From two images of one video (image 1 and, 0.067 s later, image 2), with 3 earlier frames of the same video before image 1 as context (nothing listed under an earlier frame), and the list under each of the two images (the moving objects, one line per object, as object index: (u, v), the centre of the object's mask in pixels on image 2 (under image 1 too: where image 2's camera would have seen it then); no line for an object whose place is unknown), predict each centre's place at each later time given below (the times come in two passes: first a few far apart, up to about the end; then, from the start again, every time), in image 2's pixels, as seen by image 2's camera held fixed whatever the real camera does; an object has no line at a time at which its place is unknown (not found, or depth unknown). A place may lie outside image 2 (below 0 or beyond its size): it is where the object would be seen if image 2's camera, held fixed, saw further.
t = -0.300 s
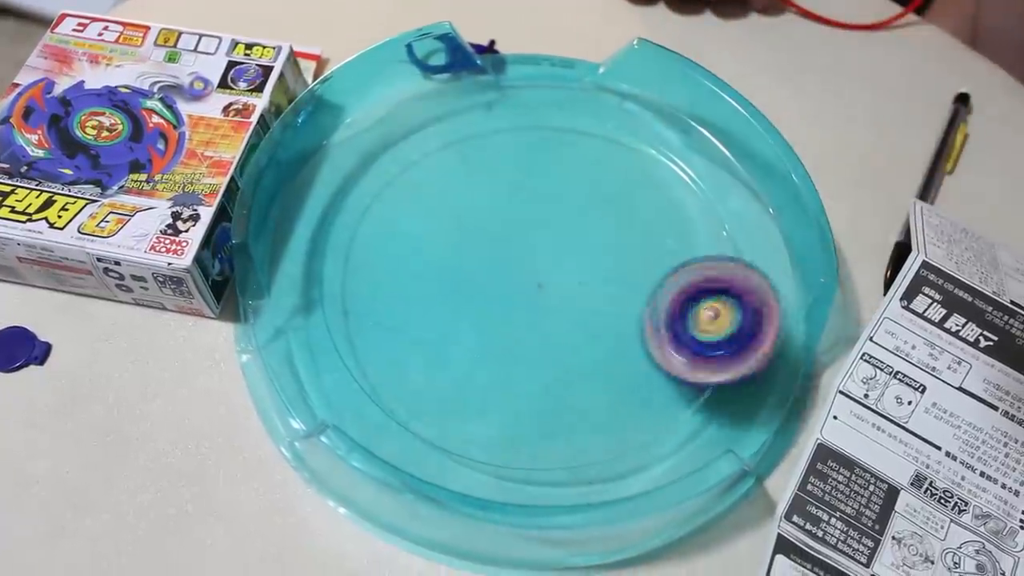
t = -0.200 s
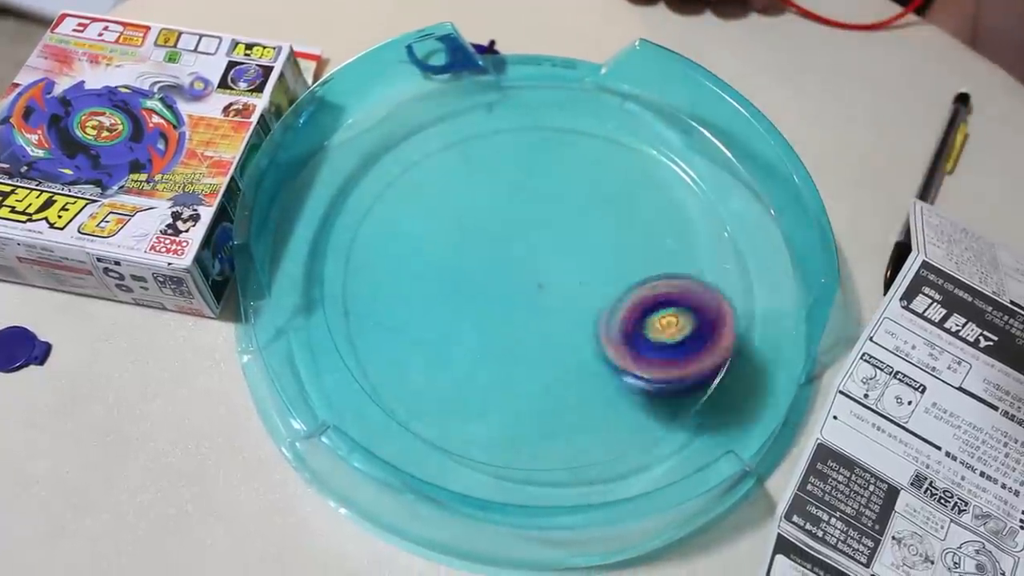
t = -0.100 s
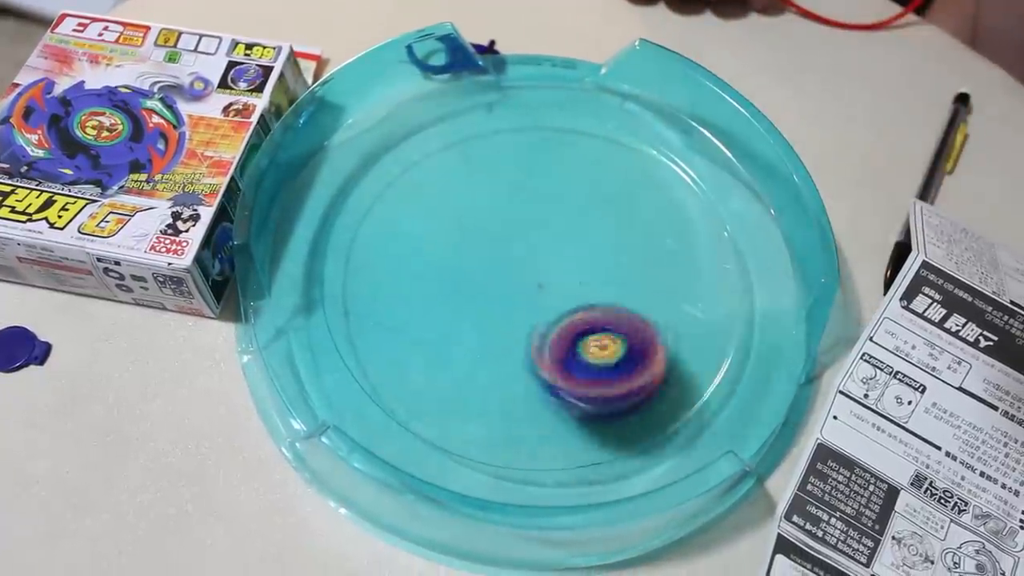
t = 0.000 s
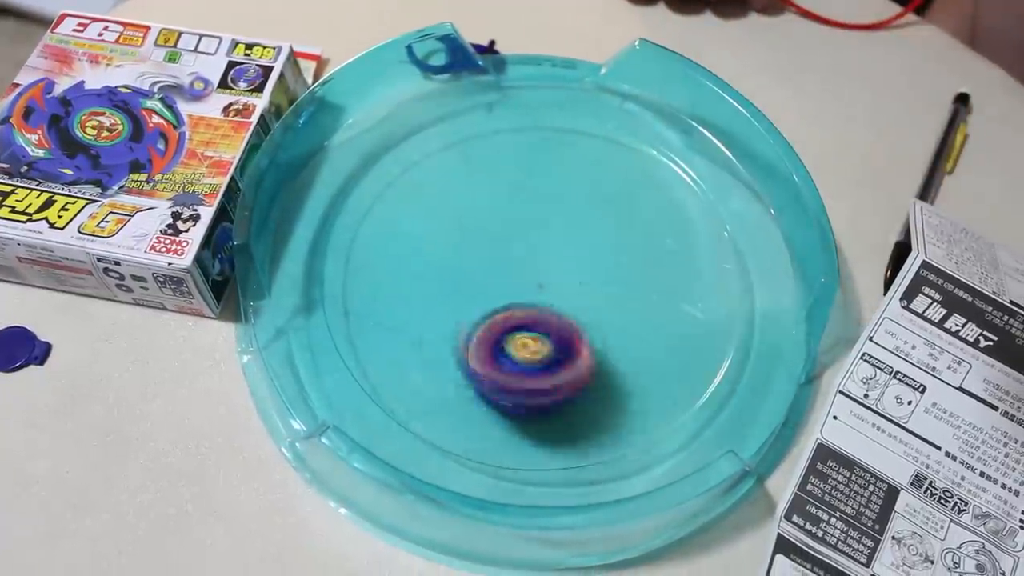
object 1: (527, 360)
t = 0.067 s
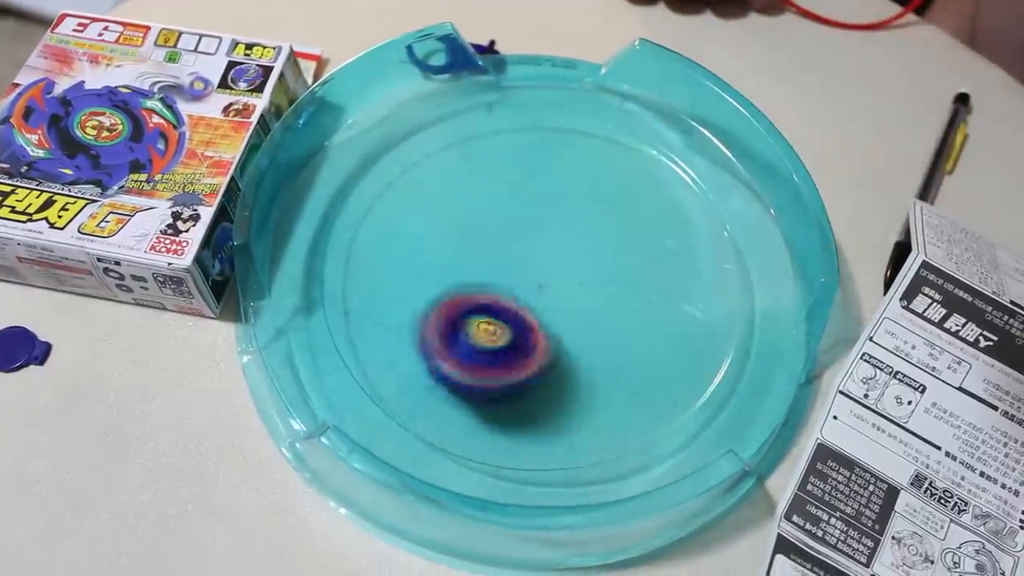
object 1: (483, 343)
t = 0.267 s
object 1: (417, 248)
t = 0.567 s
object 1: (528, 177)
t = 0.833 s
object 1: (603, 253)
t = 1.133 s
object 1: (530, 331)
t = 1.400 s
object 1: (450, 285)
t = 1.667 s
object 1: (482, 221)
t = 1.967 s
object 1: (553, 241)
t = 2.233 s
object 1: (545, 268)
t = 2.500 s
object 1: (533, 252)
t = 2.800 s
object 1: (551, 248)
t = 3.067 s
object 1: (545, 268)
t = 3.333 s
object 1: (535, 252)
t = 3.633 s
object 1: (551, 249)
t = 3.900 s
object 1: (545, 266)
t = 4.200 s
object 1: (535, 249)
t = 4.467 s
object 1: (552, 247)
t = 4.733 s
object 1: (547, 266)
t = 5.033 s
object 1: (532, 248)
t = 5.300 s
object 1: (553, 244)
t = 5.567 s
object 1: (551, 266)
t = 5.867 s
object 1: (528, 250)
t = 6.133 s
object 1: (550, 237)
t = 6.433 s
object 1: (556, 264)
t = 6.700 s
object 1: (527, 260)
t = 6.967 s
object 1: (537, 234)
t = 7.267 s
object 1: (565, 246)
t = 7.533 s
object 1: (548, 270)
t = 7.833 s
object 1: (518, 248)
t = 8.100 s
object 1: (539, 226)
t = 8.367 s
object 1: (563, 248)
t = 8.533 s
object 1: (555, 261)
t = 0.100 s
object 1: (464, 333)
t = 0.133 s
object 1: (448, 316)
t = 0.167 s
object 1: (433, 300)
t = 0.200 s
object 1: (425, 285)
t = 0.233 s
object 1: (421, 267)
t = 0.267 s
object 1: (417, 248)
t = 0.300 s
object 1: (422, 236)
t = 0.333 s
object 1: (430, 221)
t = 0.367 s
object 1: (434, 207)
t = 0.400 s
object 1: (450, 200)
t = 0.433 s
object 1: (467, 188)
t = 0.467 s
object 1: (476, 183)
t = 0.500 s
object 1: (499, 180)
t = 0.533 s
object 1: (515, 175)
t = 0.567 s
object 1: (528, 177)
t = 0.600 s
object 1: (549, 182)
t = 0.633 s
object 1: (559, 184)
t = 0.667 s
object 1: (572, 192)
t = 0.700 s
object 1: (588, 202)
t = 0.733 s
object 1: (592, 213)
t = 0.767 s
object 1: (601, 226)
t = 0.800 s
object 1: (608, 238)
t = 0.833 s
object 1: (603, 253)
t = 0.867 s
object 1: (606, 266)
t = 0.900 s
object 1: (602, 278)
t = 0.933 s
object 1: (595, 290)
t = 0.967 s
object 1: (590, 302)
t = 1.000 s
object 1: (578, 311)
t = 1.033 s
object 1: (569, 319)
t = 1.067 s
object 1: (555, 326)
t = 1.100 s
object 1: (545, 329)
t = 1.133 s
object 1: (530, 331)
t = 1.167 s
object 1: (517, 332)
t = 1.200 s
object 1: (504, 329)
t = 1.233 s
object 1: (490, 325)
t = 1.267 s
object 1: (480, 321)
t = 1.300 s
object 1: (468, 312)
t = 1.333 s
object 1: (460, 305)
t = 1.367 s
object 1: (454, 294)
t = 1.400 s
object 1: (450, 285)
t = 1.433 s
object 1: (448, 273)
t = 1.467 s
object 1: (449, 264)
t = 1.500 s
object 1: (450, 255)
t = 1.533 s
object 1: (455, 245)
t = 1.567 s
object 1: (460, 238)
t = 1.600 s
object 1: (466, 233)
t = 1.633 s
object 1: (473, 225)
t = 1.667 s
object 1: (482, 221)
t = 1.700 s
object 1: (492, 219)
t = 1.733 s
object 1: (500, 217)
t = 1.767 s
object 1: (510, 217)
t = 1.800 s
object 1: (521, 219)
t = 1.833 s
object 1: (530, 223)
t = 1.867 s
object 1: (538, 227)
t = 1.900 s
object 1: (545, 231)
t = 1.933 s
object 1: (550, 236)
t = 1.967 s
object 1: (553, 241)
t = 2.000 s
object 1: (554, 247)
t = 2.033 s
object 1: (553, 251)
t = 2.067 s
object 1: (553, 255)
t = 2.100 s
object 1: (552, 259)
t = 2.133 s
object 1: (551, 262)
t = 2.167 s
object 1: (549, 264)
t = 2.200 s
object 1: (547, 266)
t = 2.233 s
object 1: (545, 268)
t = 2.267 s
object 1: (543, 268)
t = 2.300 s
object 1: (540, 267)
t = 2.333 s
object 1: (537, 266)
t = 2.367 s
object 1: (534, 264)
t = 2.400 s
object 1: (533, 260)
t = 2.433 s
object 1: (533, 257)
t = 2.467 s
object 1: (533, 255)
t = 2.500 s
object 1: (533, 252)
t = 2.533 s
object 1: (535, 250)
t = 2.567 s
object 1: (537, 248)
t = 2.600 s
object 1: (539, 247)
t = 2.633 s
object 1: (541, 246)
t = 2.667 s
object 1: (543, 246)
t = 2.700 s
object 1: (545, 246)
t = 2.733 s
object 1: (547, 246)
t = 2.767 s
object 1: (549, 247)
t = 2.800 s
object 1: (551, 248)
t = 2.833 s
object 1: (551, 249)
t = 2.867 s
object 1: (552, 252)
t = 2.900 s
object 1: (552, 256)
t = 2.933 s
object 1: (552, 259)
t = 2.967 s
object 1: (550, 261)
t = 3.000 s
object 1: (549, 264)
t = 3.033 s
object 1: (547, 267)
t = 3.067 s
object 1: (545, 268)
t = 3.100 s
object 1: (543, 268)
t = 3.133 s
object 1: (540, 266)
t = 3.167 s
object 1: (538, 266)
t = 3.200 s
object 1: (536, 263)
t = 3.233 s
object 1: (534, 261)
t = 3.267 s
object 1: (534, 258)
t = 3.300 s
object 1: (534, 255)
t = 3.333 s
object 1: (535, 252)
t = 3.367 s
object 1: (536, 250)
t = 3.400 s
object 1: (538, 248)
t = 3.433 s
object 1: (540, 247)
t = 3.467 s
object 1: (541, 246)
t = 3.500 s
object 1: (543, 247)
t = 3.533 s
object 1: (545, 246)
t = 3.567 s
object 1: (548, 247)
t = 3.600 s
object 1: (549, 248)
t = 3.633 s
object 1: (551, 249)
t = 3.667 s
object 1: (552, 250)
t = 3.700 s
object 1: (553, 253)
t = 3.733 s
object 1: (552, 256)
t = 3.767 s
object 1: (552, 258)
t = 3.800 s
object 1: (551, 260)
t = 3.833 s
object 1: (549, 263)
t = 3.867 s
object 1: (548, 265)
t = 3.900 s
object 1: (545, 266)
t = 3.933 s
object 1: (543, 267)
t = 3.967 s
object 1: (540, 266)
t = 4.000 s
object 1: (537, 265)
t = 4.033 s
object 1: (534, 263)
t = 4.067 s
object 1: (533, 259)
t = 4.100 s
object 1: (532, 256)
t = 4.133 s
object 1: (532, 253)
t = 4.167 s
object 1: (534, 251)
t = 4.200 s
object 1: (535, 249)
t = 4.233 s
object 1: (537, 247)
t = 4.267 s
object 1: (539, 245)
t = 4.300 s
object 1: (542, 244)
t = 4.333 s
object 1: (544, 244)
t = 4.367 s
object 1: (546, 244)
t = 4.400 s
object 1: (548, 244)
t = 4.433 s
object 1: (550, 244)
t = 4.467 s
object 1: (552, 247)
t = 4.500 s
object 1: (554, 249)
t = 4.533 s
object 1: (556, 252)
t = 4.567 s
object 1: (555, 255)
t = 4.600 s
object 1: (554, 258)
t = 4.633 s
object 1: (553, 261)
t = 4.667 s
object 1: (551, 263)
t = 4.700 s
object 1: (549, 265)
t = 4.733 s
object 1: (547, 266)
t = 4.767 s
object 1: (544, 267)
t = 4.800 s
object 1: (540, 265)
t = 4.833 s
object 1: (537, 265)
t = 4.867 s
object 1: (534, 263)
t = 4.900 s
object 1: (533, 259)
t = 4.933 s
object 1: (531, 256)
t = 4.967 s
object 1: (531, 252)
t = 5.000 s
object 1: (531, 250)
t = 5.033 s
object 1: (532, 248)
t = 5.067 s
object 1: (534, 246)
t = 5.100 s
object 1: (537, 244)
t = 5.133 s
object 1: (540, 242)
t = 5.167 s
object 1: (543, 241)
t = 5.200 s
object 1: (545, 241)
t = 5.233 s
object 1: (548, 241)
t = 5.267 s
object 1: (550, 242)
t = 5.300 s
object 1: (553, 244)
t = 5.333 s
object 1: (556, 246)
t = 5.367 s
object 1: (558, 249)
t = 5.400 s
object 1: (557, 252)
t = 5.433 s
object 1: (557, 255)
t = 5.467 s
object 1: (556, 258)
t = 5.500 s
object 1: (555, 261)
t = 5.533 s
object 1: (553, 264)
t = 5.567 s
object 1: (551, 266)
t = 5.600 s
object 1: (547, 266)
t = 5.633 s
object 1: (543, 267)
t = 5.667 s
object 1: (540, 266)
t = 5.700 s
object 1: (536, 266)
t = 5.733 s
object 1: (533, 263)
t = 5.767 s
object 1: (531, 261)
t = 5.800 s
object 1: (528, 256)
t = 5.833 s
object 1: (528, 253)
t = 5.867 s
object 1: (528, 250)
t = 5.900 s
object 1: (530, 247)
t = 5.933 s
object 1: (531, 244)
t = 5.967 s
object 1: (533, 241)
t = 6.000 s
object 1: (536, 240)
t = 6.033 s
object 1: (540, 238)
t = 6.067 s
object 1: (543, 238)
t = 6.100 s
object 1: (546, 237)
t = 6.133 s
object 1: (550, 237)
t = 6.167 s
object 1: (553, 239)
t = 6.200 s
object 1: (556, 242)
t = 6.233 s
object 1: (560, 245)
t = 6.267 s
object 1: (561, 248)
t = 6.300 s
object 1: (562, 251)
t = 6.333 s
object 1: (561, 255)
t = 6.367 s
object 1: (560, 258)
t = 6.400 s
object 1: (559, 262)
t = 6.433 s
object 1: (556, 264)
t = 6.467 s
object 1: (553, 266)
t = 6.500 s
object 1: (549, 267)
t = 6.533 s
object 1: (546, 268)
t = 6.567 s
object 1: (541, 268)
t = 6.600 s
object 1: (537, 267)
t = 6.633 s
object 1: (534, 265)
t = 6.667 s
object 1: (529, 263)
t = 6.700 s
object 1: (527, 260)
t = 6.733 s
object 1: (526, 256)
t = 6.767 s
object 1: (524, 252)
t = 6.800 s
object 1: (524, 249)
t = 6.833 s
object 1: (525, 245)
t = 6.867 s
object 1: (527, 242)
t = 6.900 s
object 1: (529, 239)
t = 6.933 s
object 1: (533, 235)
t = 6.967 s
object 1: (537, 234)
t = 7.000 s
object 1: (540, 233)
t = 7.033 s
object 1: (544, 233)
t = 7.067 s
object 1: (547, 232)
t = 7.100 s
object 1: (552, 231)
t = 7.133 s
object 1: (556, 234)
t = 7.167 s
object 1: (561, 238)
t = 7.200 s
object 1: (564, 240)
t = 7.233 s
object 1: (564, 243)
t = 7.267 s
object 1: (565, 246)
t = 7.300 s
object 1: (566, 250)
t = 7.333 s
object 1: (566, 255)
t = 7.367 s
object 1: (564, 259)
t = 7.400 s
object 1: (560, 263)
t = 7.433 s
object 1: (557, 265)
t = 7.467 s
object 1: (554, 268)
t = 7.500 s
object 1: (552, 269)
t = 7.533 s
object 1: (548, 270)
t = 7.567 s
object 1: (543, 271)
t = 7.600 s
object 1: (538, 270)
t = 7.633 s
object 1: (534, 269)
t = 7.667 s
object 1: (529, 266)
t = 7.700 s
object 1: (525, 263)
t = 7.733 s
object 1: (522, 261)
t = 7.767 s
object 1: (521, 257)
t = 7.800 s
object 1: (519, 253)
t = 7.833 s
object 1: (518, 248)
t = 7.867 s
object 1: (519, 244)
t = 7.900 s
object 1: (520, 241)
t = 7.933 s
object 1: (522, 236)
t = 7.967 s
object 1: (524, 233)
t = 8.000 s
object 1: (529, 230)
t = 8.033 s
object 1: (533, 230)
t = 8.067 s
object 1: (536, 229)
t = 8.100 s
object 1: (539, 226)
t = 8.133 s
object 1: (543, 227)
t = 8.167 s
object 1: (550, 228)
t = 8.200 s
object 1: (554, 230)
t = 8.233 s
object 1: (555, 231)
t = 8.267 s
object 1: (557, 233)
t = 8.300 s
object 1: (560, 238)
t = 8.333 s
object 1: (563, 242)
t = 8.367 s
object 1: (563, 248)
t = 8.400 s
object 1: (561, 250)
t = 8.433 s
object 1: (560, 253)
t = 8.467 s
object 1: (560, 256)
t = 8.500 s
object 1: (558, 260)
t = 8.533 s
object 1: (555, 261)
